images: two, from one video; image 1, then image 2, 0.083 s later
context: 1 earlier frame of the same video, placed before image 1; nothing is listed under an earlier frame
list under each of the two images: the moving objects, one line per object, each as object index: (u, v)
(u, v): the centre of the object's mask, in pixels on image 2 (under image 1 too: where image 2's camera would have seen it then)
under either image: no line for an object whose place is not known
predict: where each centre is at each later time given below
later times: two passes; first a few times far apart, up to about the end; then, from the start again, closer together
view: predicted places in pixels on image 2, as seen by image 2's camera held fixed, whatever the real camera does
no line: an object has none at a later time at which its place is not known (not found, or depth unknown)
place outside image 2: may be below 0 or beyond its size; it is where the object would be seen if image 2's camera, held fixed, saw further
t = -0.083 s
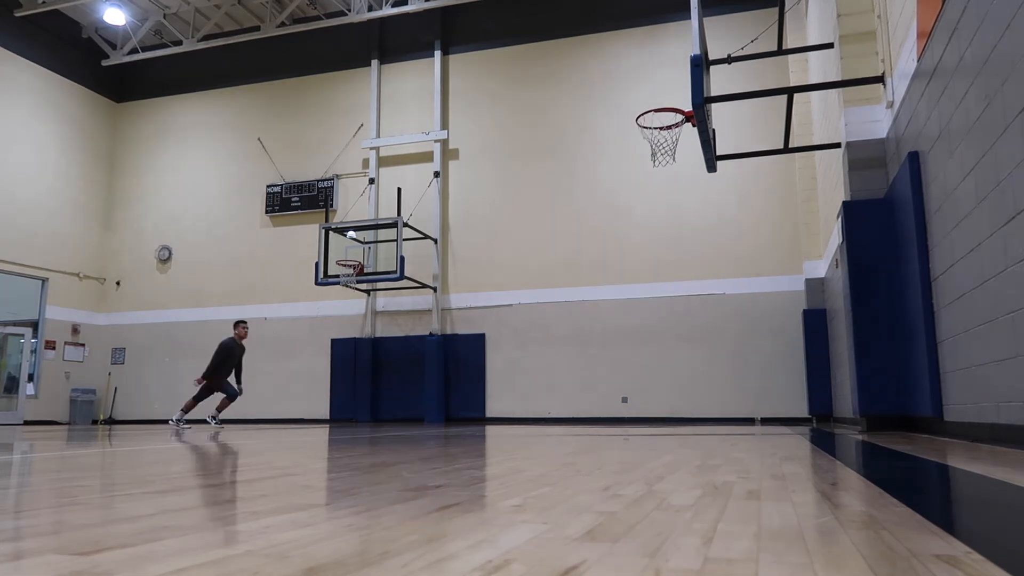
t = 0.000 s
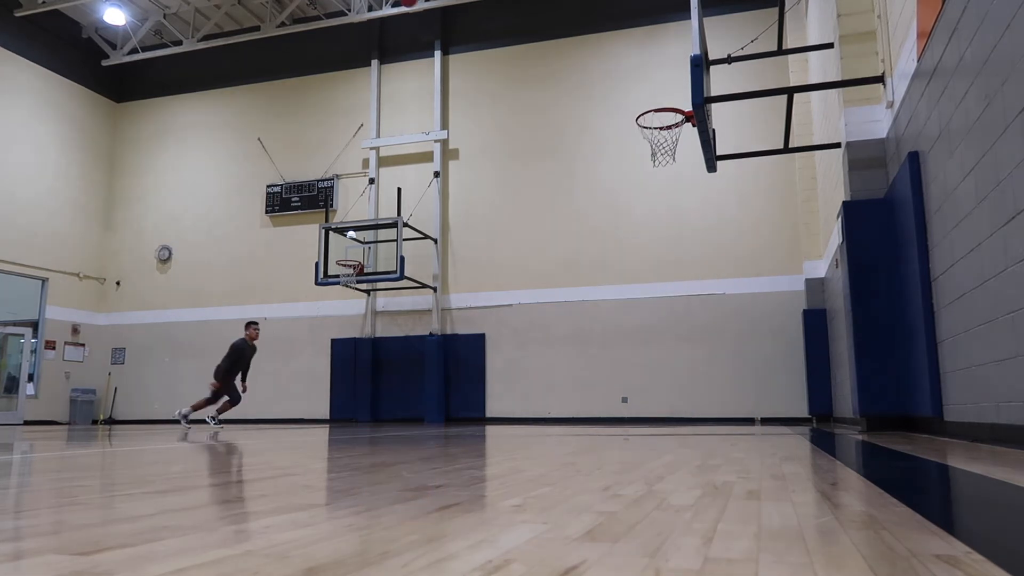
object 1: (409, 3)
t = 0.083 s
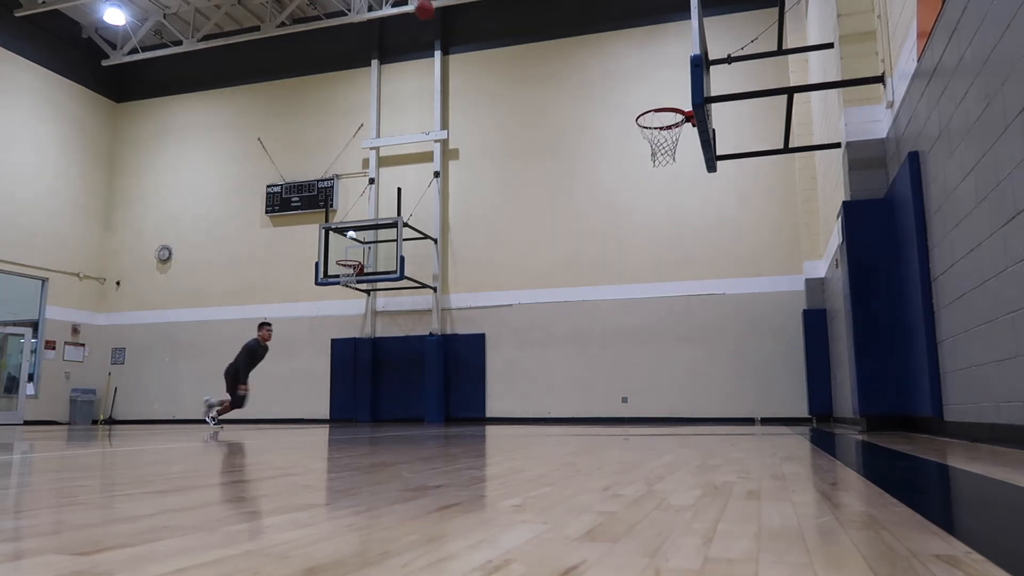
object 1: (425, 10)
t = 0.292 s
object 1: (467, 66)
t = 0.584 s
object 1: (535, 213)
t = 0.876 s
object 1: (604, 386)
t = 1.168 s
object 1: (619, 218)
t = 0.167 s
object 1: (441, 27)
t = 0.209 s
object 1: (450, 39)
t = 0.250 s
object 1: (458, 51)
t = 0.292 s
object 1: (467, 66)
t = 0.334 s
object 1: (476, 81)
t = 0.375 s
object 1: (485, 99)
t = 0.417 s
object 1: (495, 118)
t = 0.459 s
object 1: (504, 139)
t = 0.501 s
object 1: (514, 161)
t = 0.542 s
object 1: (524, 186)
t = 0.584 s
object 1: (535, 213)
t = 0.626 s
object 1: (545, 242)
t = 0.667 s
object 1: (556, 273)
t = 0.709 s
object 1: (568, 307)
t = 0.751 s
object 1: (580, 344)
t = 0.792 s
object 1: (591, 383)
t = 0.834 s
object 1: (602, 416)
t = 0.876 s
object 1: (604, 386)
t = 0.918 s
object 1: (606, 357)
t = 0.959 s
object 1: (608, 329)
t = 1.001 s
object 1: (610, 304)
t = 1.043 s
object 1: (612, 279)
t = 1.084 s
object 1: (615, 257)
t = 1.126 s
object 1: (617, 237)
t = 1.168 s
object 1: (619, 218)
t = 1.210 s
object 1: (621, 201)
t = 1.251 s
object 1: (624, 185)
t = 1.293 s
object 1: (626, 171)
